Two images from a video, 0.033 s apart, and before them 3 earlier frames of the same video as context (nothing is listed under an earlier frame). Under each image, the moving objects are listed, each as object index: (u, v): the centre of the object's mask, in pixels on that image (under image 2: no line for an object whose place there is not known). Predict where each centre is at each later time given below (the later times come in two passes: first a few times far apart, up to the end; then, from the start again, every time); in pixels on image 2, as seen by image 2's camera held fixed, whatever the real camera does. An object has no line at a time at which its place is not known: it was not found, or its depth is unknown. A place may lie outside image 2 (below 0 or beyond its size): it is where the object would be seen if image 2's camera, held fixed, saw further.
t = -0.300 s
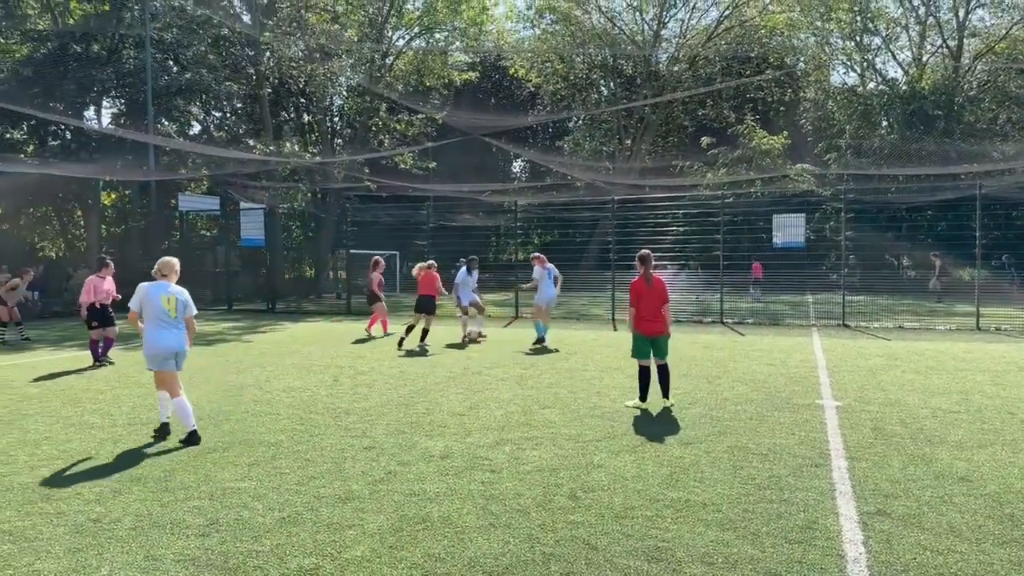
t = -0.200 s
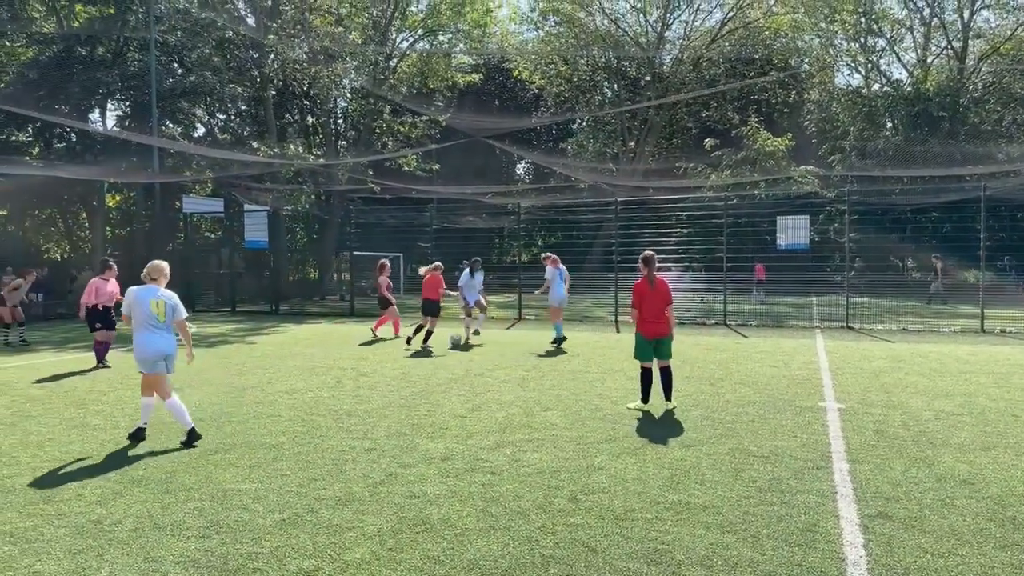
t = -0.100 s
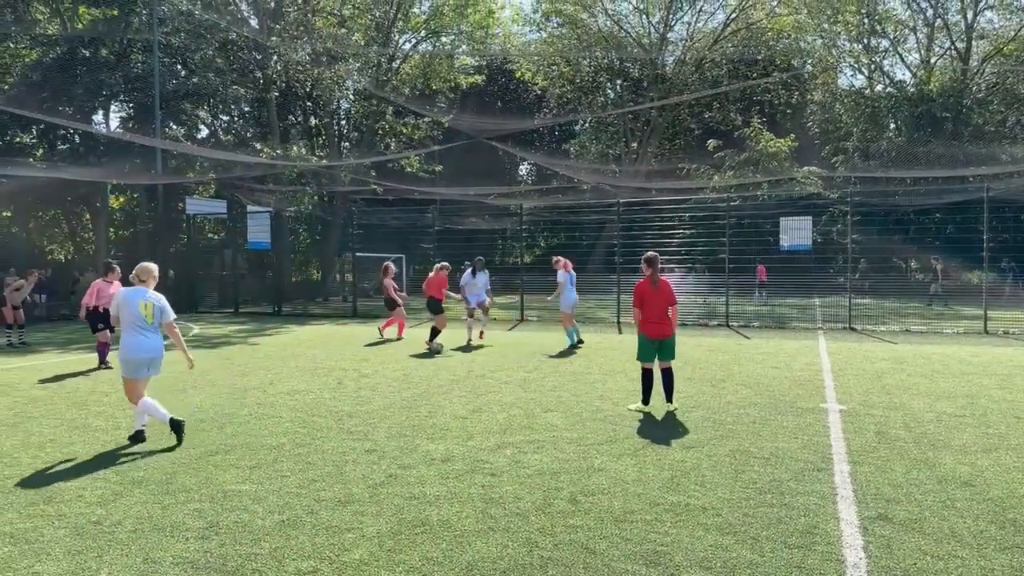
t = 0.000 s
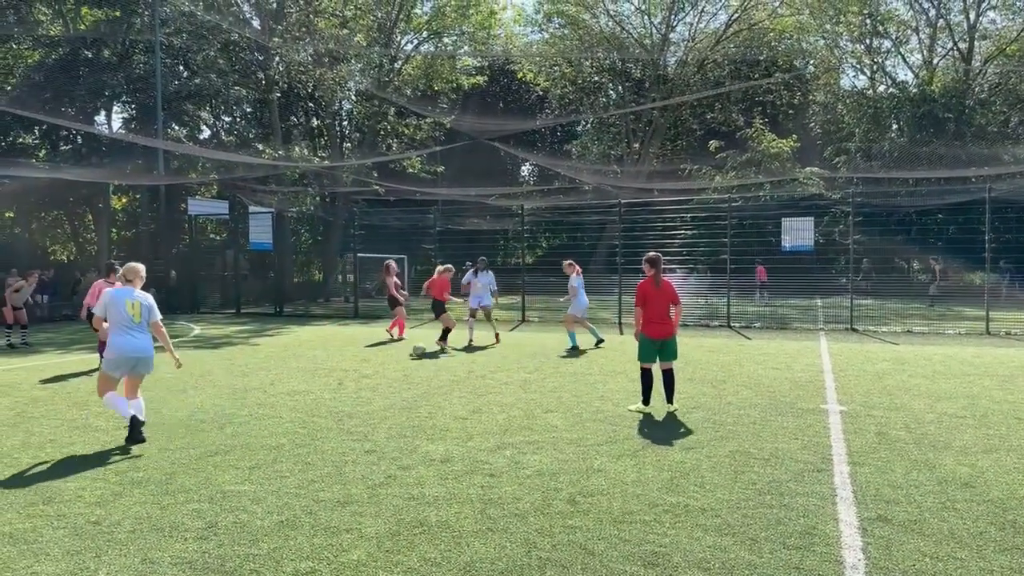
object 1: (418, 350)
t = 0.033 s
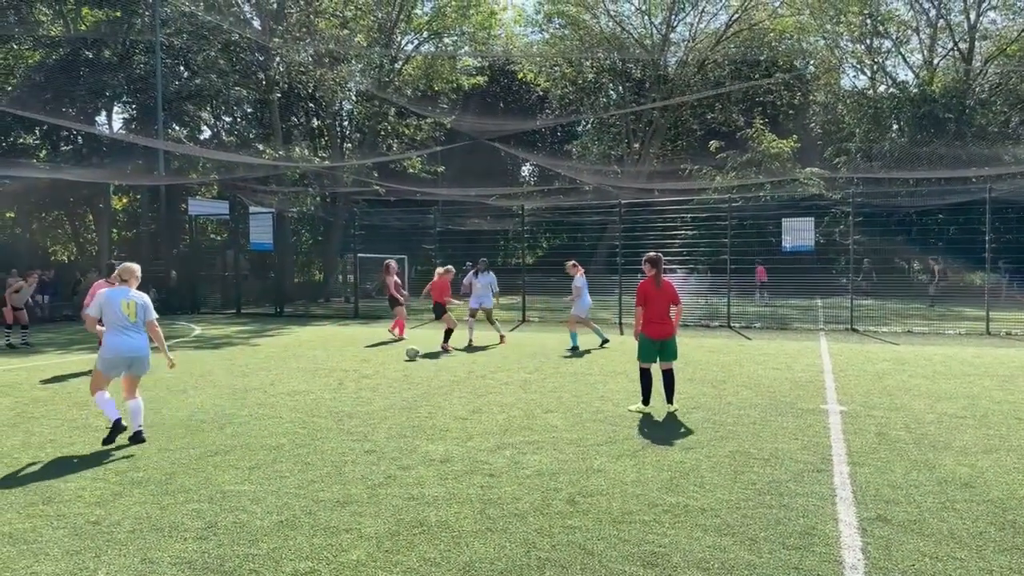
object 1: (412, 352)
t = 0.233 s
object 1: (376, 360)
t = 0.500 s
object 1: (326, 370)
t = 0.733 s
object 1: (275, 380)
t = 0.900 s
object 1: (235, 387)
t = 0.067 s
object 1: (405, 355)
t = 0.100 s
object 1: (399, 354)
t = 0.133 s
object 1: (394, 355)
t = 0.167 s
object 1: (388, 356)
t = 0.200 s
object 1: (383, 357)
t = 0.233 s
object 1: (376, 360)
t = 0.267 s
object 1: (370, 362)
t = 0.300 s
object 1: (364, 362)
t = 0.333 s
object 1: (358, 363)
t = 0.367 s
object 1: (352, 365)
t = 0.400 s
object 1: (346, 366)
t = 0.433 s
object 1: (339, 367)
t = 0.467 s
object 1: (332, 368)
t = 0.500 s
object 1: (326, 370)
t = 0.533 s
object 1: (319, 371)
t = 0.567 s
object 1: (312, 372)
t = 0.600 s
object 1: (305, 374)
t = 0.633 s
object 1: (298, 375)
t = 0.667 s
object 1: (290, 376)
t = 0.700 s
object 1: (283, 378)
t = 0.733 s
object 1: (275, 380)
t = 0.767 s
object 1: (267, 381)
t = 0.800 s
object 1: (259, 382)
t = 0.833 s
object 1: (251, 384)
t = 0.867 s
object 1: (243, 385)
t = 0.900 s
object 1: (235, 387)
